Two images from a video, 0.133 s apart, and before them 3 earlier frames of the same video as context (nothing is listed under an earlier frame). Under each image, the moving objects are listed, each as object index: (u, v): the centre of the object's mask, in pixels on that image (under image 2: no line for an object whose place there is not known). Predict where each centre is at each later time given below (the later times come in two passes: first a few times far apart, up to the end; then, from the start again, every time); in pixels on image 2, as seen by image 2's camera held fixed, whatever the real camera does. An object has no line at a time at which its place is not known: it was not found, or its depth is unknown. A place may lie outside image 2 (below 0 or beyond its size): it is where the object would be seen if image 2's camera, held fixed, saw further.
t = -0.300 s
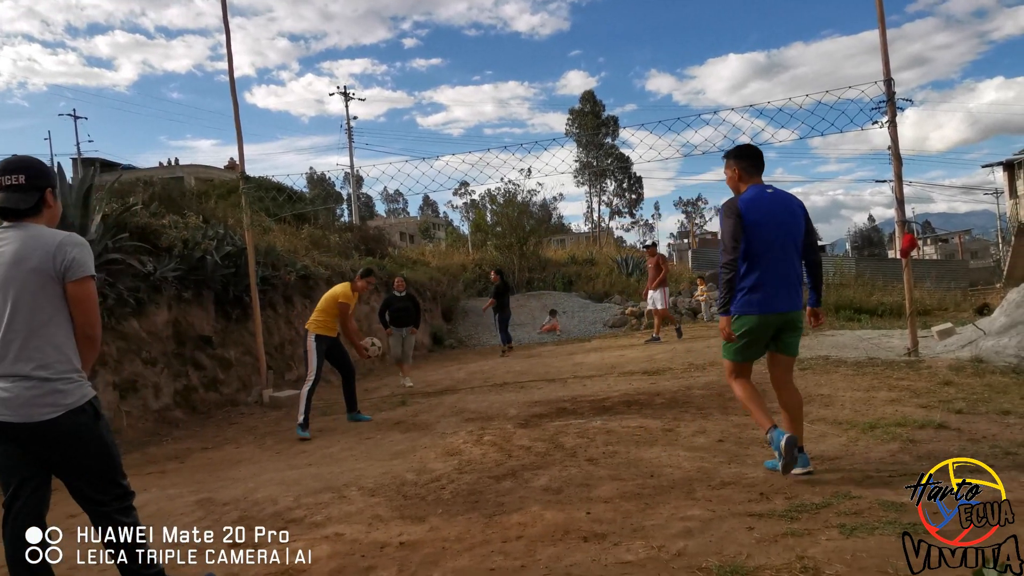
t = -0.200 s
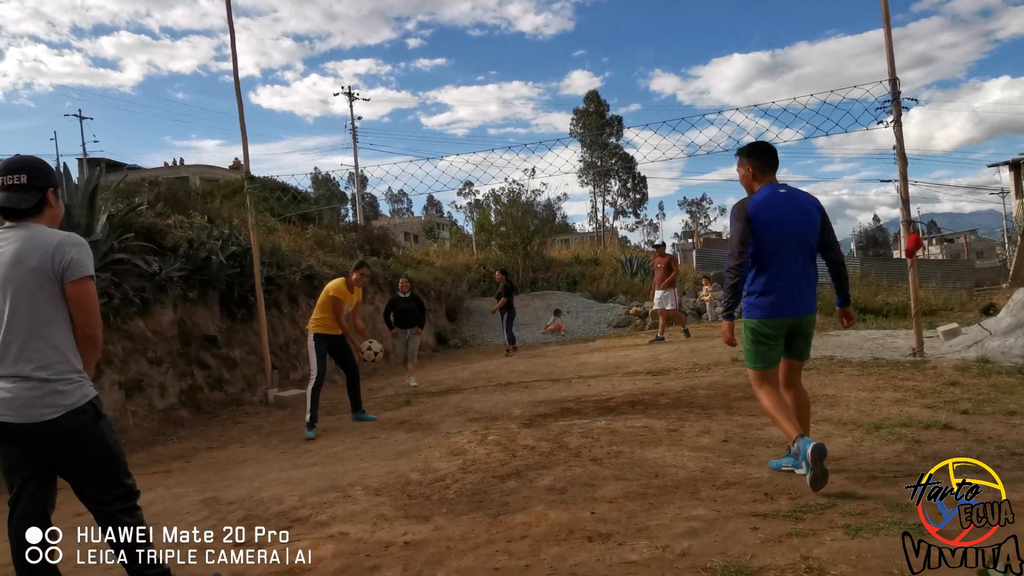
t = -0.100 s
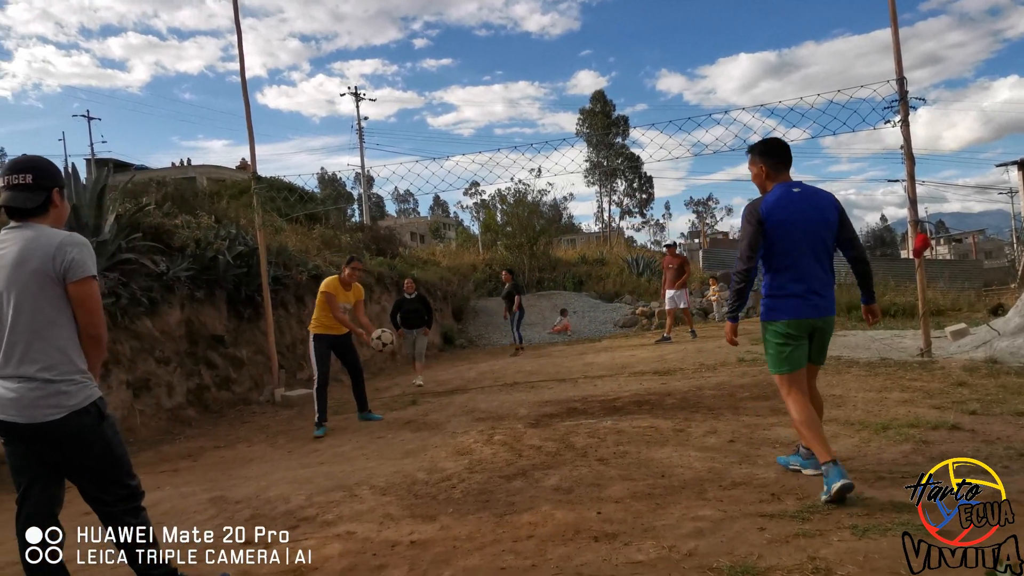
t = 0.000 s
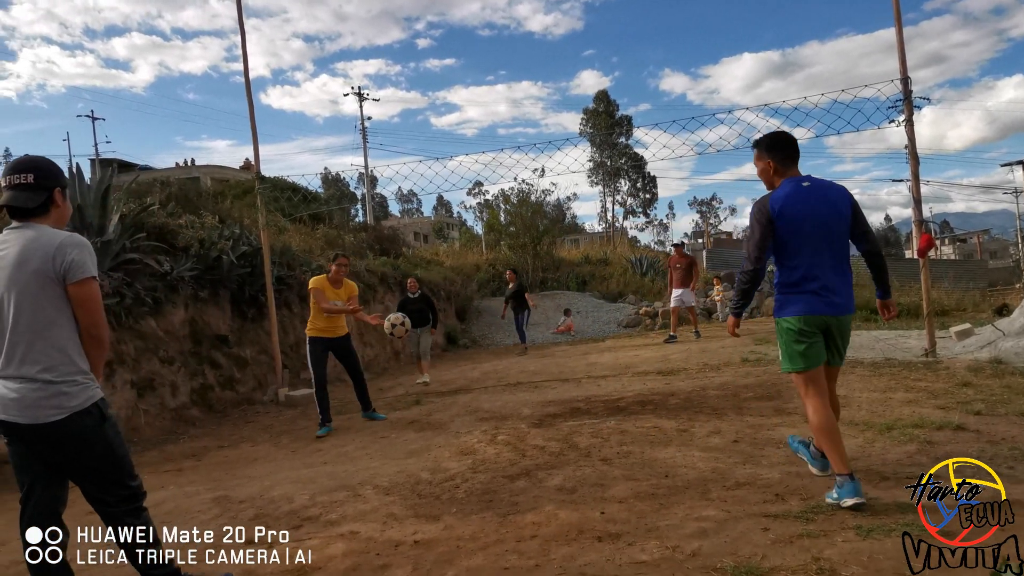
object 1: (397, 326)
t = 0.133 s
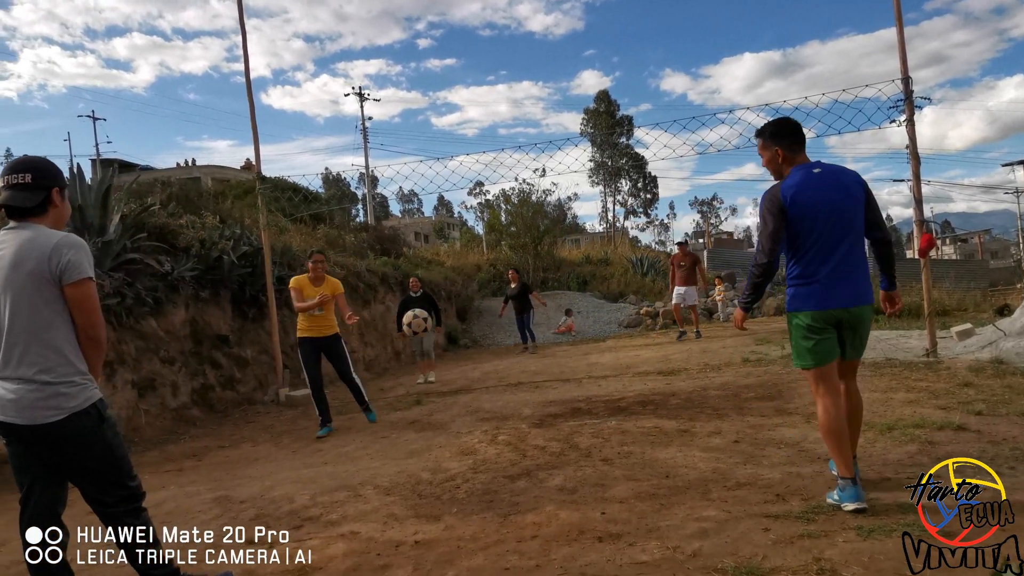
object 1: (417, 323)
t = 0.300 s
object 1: (449, 355)
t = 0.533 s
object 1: (508, 431)
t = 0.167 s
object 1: (423, 326)
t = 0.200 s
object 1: (428, 330)
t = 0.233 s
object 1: (435, 337)
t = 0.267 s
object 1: (442, 344)
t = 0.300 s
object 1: (449, 355)
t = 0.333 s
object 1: (456, 368)
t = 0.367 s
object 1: (464, 383)
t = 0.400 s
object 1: (473, 400)
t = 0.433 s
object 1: (483, 420)
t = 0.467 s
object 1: (493, 445)
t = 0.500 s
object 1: (501, 447)
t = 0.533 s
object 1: (508, 431)
